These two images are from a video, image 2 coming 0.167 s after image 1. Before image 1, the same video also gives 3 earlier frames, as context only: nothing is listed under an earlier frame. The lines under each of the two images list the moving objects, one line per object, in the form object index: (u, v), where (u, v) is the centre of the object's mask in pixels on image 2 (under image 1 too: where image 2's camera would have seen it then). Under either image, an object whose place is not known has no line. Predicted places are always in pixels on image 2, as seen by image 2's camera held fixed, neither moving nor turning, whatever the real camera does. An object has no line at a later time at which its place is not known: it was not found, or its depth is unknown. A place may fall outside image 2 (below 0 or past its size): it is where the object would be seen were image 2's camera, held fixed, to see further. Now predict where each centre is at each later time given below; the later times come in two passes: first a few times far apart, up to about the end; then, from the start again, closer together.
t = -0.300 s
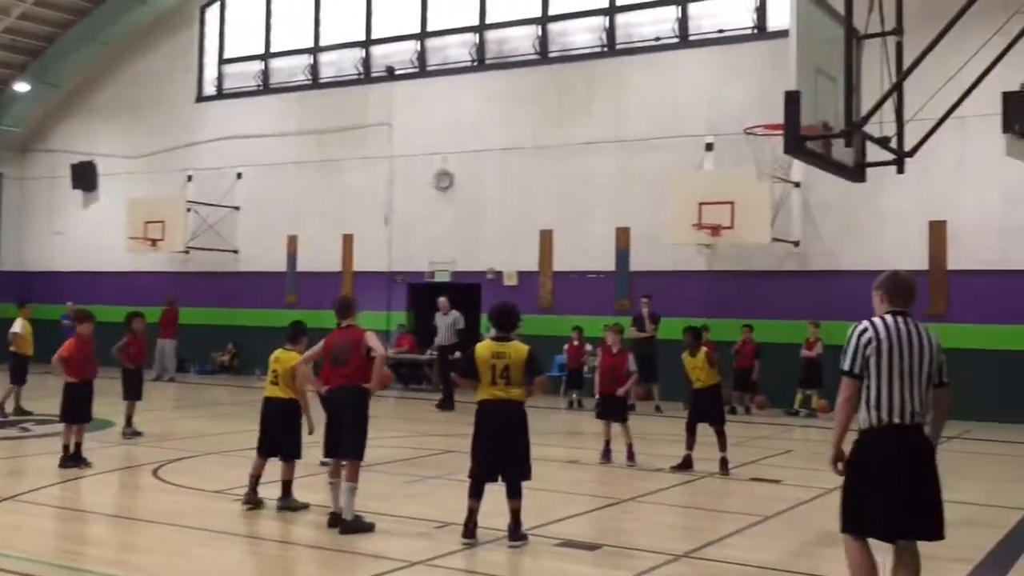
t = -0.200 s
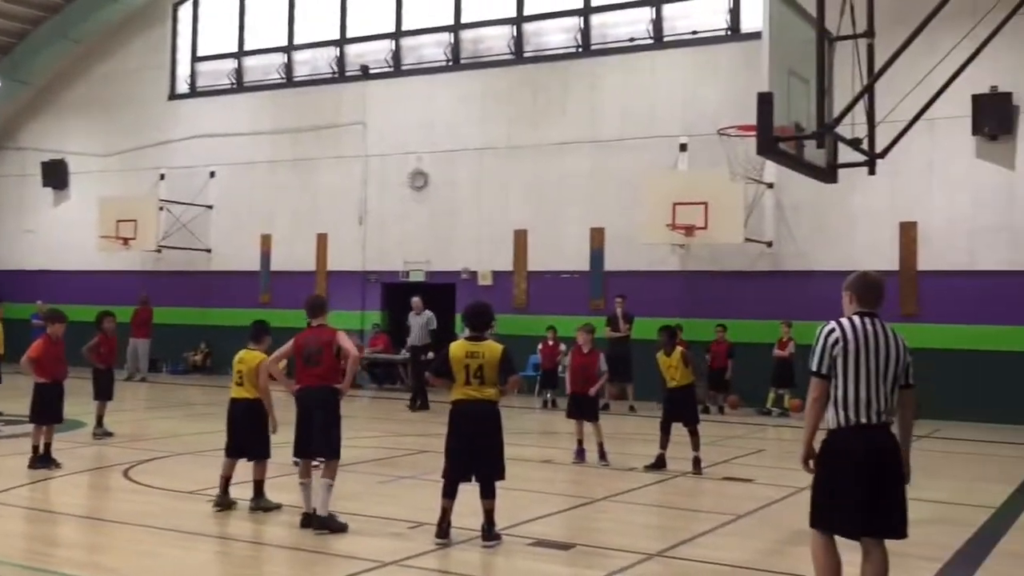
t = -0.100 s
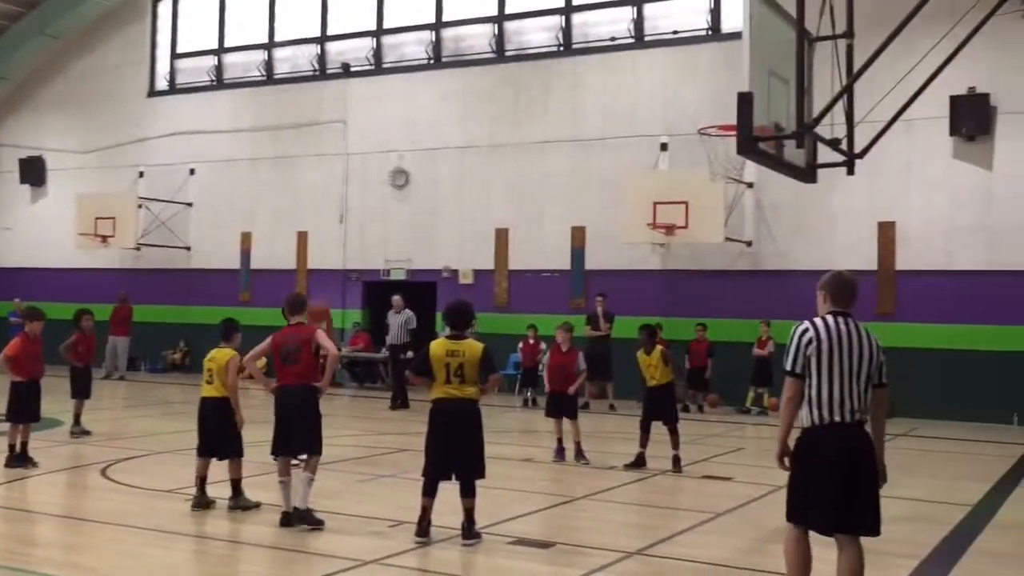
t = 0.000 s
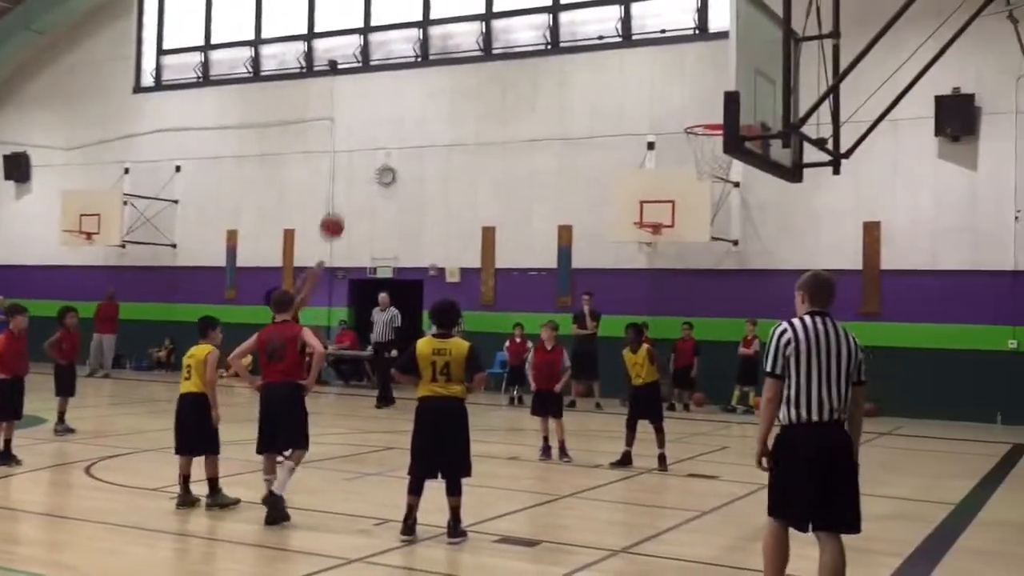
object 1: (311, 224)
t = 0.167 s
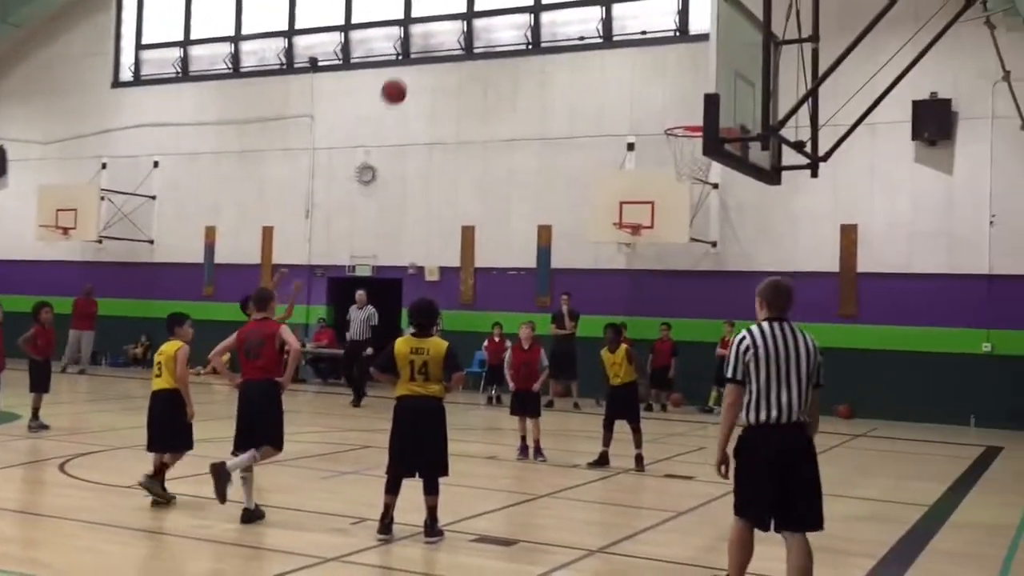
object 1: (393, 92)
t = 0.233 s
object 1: (427, 55)
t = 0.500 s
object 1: (567, 5)
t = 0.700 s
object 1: (680, 85)
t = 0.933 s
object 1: (667, 73)
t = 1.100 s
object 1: (644, 75)
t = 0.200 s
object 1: (410, 73)
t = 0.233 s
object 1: (427, 55)
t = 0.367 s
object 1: (496, 9)
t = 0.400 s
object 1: (514, 6)
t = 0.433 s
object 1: (532, 4)
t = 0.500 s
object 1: (567, 5)
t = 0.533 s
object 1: (585, 11)
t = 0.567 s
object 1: (604, 19)
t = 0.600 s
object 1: (622, 30)
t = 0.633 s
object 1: (642, 46)
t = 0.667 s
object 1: (661, 64)
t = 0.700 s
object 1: (680, 85)
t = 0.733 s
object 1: (696, 108)
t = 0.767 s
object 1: (695, 123)
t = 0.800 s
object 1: (684, 123)
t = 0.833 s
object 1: (680, 107)
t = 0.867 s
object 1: (676, 92)
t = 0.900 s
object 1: (672, 81)
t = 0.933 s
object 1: (667, 73)
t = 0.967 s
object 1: (663, 68)
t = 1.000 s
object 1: (659, 65)
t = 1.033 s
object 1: (654, 66)
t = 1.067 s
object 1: (649, 69)
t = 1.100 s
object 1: (644, 75)
